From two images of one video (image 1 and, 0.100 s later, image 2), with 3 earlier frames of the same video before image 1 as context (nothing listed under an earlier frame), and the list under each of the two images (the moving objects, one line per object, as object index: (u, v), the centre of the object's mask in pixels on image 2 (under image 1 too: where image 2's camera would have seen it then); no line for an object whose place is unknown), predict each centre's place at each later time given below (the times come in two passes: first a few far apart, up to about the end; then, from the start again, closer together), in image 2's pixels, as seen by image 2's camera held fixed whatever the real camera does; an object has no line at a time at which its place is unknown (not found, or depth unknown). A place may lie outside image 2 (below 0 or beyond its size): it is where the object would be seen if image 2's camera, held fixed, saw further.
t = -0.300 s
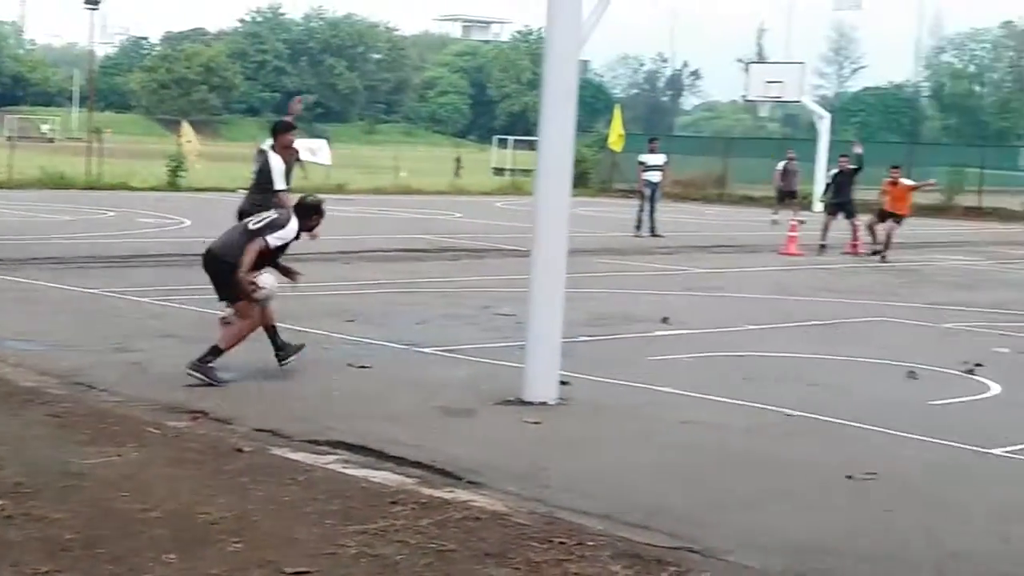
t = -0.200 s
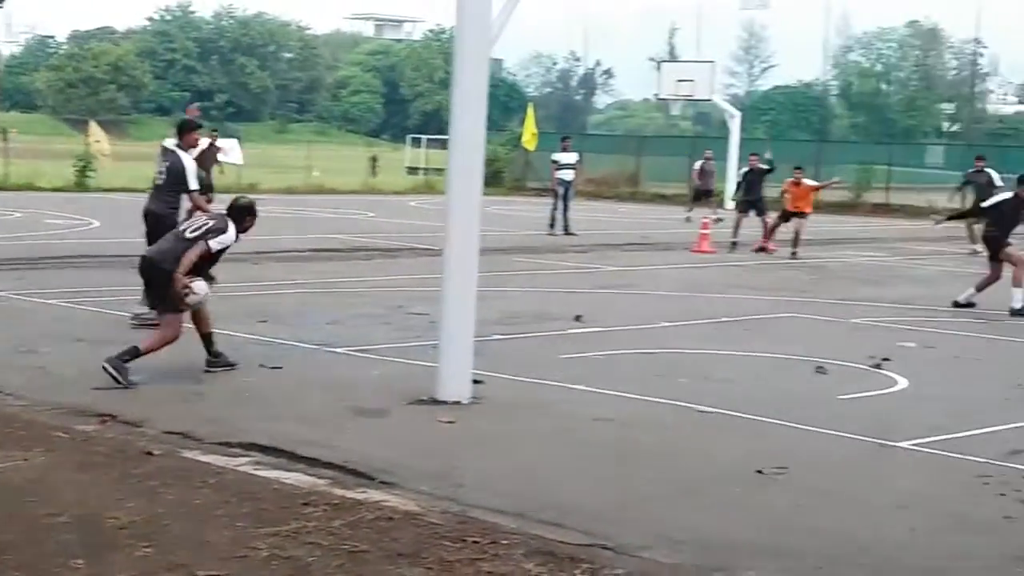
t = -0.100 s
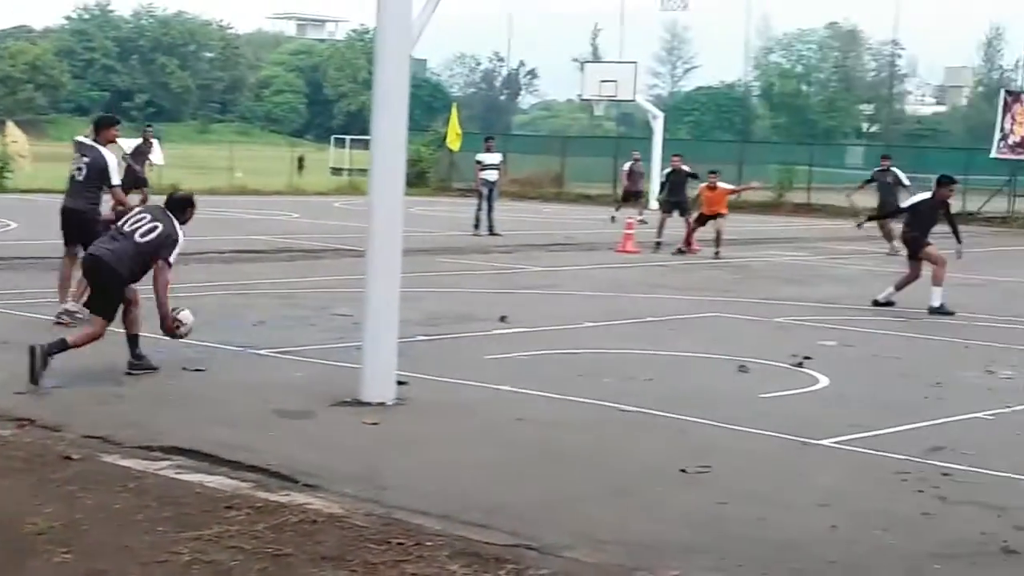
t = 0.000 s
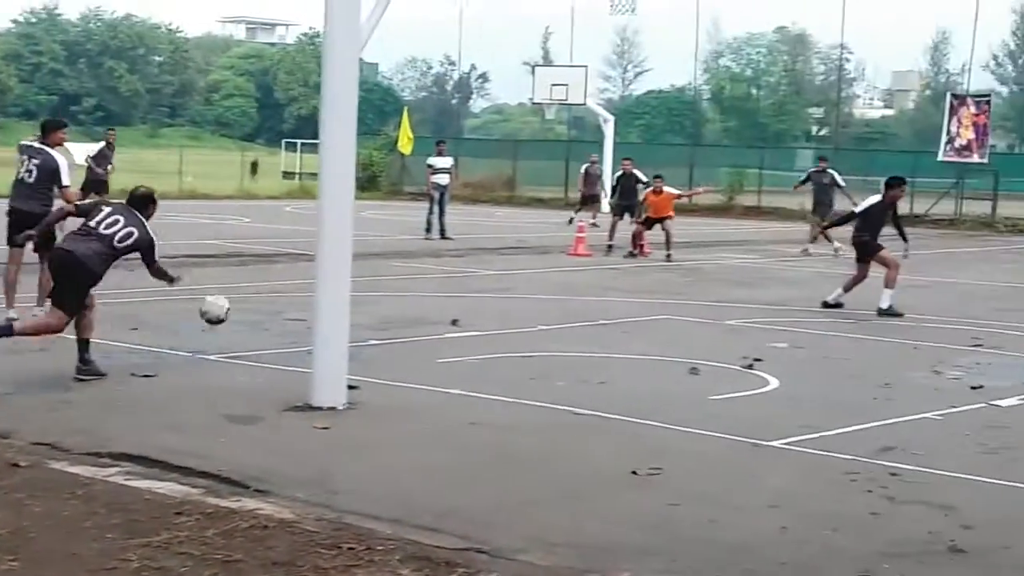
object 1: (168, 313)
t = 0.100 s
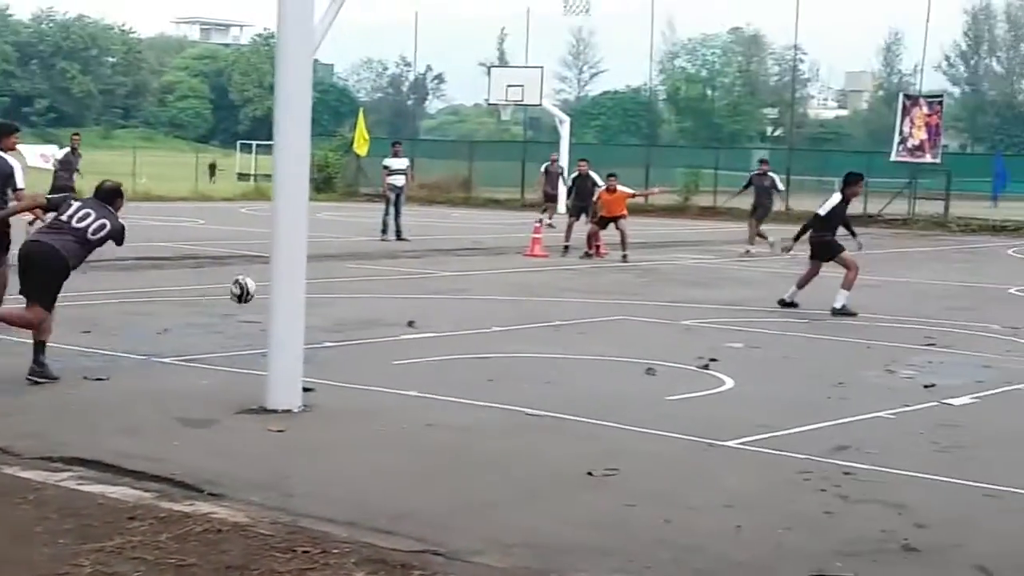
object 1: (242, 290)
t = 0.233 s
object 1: (322, 285)
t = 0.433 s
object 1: (409, 288)
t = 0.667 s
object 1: (473, 257)
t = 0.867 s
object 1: (517, 274)
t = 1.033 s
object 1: (551, 259)
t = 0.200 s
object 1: (310, 284)
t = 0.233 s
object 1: (322, 285)
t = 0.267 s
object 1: (339, 288)
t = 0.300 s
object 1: (356, 291)
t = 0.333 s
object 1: (371, 296)
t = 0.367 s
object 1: (387, 303)
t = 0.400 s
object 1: (398, 297)
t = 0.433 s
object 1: (409, 288)
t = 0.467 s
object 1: (418, 279)
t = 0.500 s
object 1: (429, 273)
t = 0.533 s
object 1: (439, 267)
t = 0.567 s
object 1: (448, 262)
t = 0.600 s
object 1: (456, 259)
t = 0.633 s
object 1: (465, 258)
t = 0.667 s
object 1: (473, 257)
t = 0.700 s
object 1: (481, 257)
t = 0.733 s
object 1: (490, 260)
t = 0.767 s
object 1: (495, 262)
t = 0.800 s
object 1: (504, 265)
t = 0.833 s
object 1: (510, 270)
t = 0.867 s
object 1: (517, 274)
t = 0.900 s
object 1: (525, 280)
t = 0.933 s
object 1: (531, 273)
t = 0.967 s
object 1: (537, 267)
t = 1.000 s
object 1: (546, 262)
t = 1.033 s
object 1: (551, 259)
